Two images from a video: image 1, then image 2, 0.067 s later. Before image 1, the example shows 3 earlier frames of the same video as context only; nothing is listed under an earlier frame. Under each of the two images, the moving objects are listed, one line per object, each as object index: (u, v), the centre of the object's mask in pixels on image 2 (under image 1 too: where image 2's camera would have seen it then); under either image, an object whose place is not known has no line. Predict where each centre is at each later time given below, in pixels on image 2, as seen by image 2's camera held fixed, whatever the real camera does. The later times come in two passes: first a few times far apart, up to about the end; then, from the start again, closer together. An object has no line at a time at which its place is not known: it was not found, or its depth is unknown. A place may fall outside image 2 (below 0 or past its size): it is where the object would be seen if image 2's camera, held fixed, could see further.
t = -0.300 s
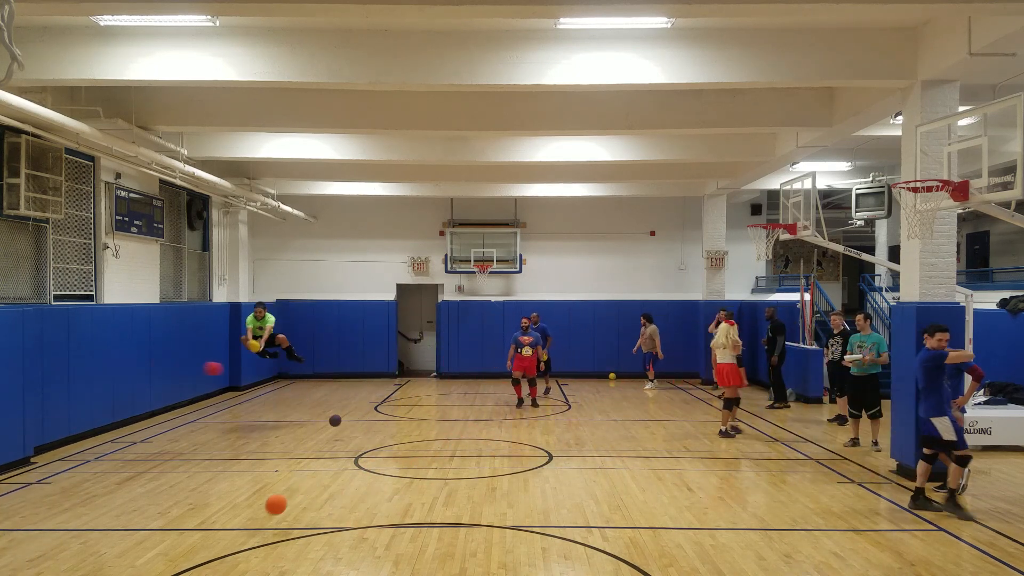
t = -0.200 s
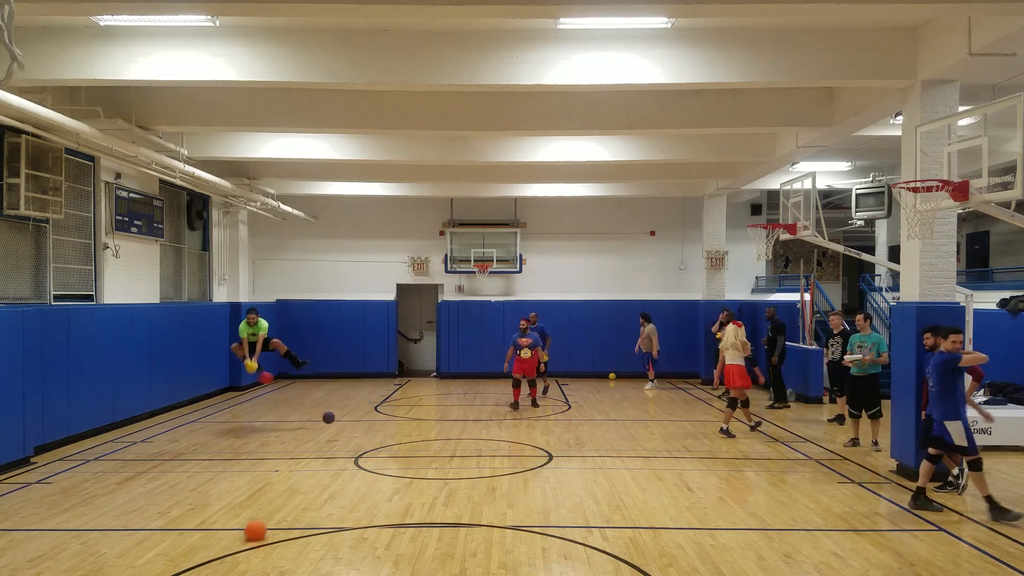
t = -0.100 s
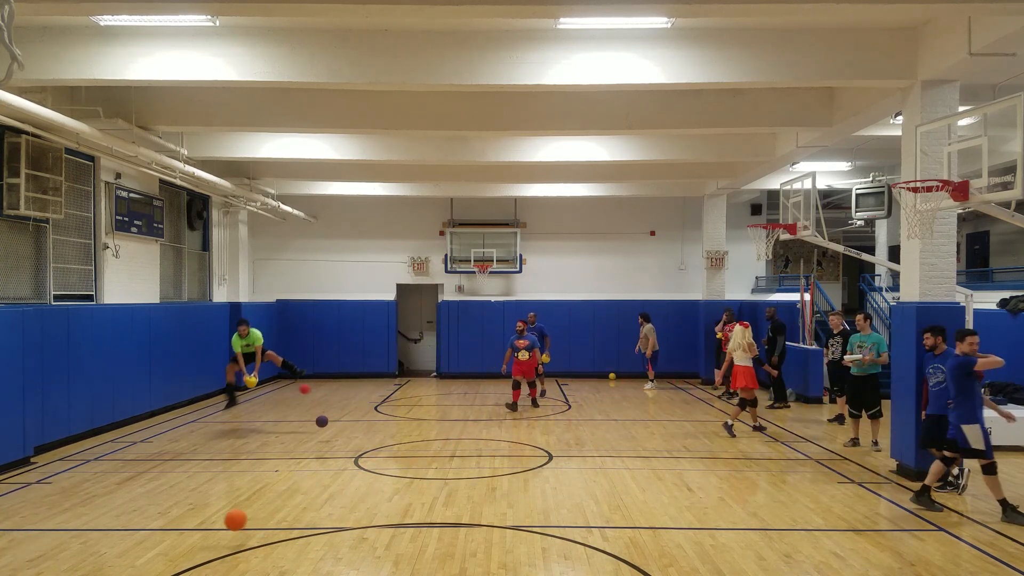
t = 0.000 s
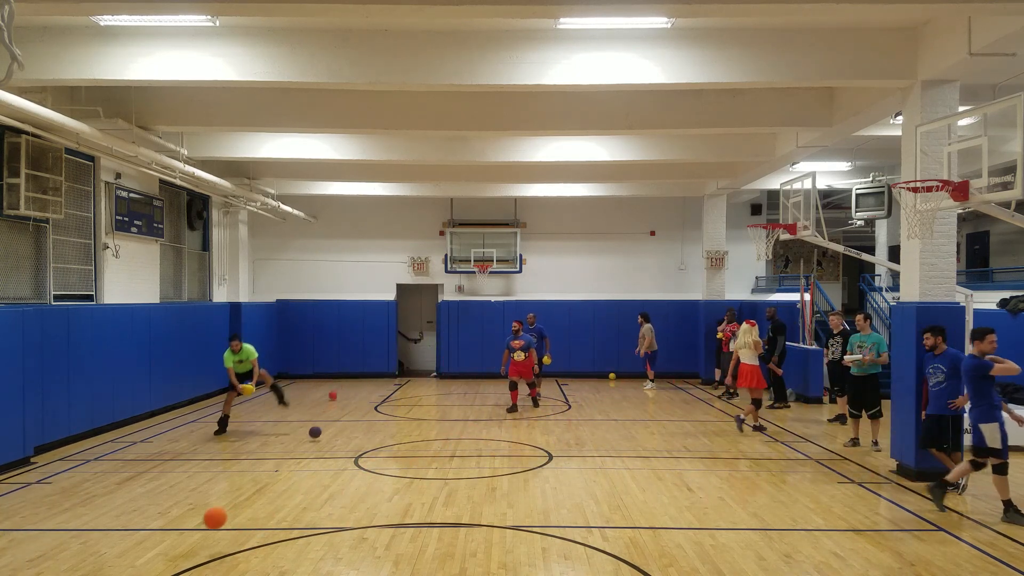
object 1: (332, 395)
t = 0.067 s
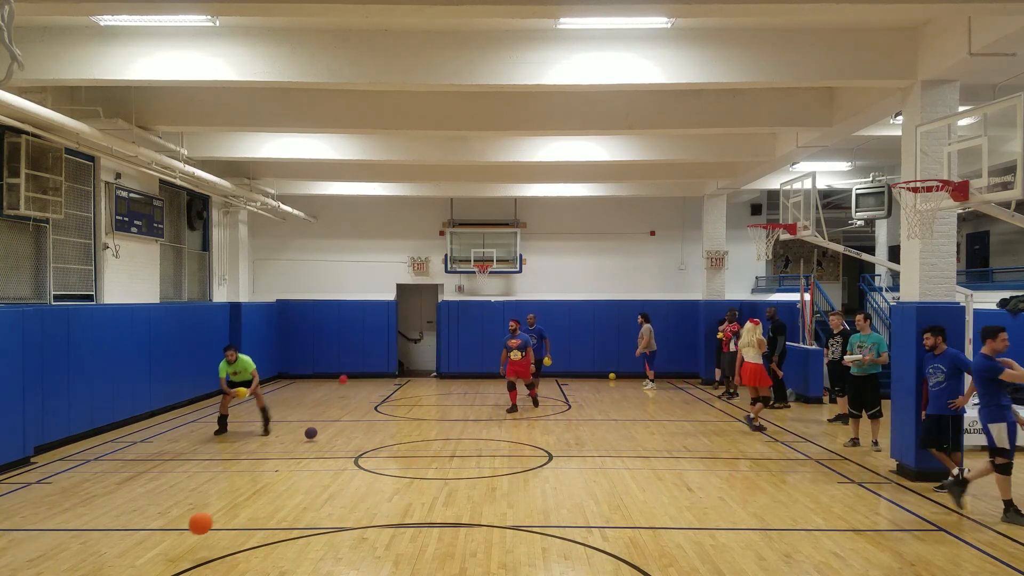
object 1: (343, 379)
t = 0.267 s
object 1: (367, 354)
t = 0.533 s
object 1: (390, 349)
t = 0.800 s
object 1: (382, 347)
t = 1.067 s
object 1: (374, 374)
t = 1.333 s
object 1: (369, 370)
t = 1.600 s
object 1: (365, 369)
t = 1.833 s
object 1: (361, 397)
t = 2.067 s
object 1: (359, 380)
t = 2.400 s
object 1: (357, 399)
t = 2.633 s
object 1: (354, 389)
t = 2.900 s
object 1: (352, 401)
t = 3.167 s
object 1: (350, 397)
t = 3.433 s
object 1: (347, 414)
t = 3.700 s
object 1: (346, 406)
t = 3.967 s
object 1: (343, 412)
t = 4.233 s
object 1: (340, 421)
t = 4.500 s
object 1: (338, 423)
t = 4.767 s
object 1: (336, 423)
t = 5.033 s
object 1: (334, 425)
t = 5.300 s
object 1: (332, 429)
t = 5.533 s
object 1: (331, 432)
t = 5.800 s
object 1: (329, 435)
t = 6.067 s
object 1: (328, 440)
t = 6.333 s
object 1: (326, 444)
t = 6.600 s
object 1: (325, 446)
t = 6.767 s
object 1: (324, 449)
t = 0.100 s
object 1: (347, 373)
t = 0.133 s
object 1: (352, 368)
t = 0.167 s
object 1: (356, 363)
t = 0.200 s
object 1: (360, 359)
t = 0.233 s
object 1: (364, 356)
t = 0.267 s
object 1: (367, 354)
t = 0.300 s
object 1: (371, 352)
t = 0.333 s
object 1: (375, 350)
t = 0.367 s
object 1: (378, 350)
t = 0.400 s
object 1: (381, 349)
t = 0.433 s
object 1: (384, 349)
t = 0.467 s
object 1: (388, 350)
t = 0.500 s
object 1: (391, 351)
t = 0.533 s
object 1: (390, 349)
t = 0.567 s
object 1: (389, 347)
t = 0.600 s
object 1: (388, 345)
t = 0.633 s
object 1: (387, 345)
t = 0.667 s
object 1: (386, 344)
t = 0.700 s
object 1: (385, 344)
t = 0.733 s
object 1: (384, 345)
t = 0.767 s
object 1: (383, 345)
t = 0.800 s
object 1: (382, 347)
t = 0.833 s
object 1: (381, 348)
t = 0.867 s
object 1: (380, 351)
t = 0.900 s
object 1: (379, 353)
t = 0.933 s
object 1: (378, 357)
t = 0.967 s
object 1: (377, 360)
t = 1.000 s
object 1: (376, 365)
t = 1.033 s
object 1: (375, 370)
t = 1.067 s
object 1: (374, 374)
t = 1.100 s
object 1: (373, 381)
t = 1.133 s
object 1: (372, 388)
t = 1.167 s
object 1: (371, 387)
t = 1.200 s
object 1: (371, 382)
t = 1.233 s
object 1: (371, 378)
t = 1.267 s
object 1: (370, 375)
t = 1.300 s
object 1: (370, 372)
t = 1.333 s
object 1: (369, 370)
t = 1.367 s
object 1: (369, 368)
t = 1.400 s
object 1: (368, 366)
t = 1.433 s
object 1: (368, 366)
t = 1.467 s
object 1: (367, 365)
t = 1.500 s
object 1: (367, 366)
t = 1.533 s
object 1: (366, 366)
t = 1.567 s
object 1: (366, 367)
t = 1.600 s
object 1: (365, 369)
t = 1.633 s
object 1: (365, 371)
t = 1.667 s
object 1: (364, 374)
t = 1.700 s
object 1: (363, 378)
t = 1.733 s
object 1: (362, 381)
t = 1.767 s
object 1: (362, 386)
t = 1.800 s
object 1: (362, 391)
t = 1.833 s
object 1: (361, 397)
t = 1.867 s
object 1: (361, 395)
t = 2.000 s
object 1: (360, 382)
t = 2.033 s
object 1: (360, 380)
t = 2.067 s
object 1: (359, 380)
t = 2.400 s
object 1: (357, 399)
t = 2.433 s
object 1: (357, 403)
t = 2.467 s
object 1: (356, 400)
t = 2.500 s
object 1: (356, 397)
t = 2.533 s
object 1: (355, 394)
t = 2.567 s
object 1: (355, 392)
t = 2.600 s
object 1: (355, 390)
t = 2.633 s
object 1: (354, 389)
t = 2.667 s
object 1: (354, 389)
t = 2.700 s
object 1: (354, 388)
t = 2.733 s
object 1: (354, 389)
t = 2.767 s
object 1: (353, 390)
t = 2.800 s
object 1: (353, 392)
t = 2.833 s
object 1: (353, 394)
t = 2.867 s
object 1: (353, 397)
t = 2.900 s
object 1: (352, 401)
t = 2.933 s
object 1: (352, 405)
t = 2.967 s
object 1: (351, 409)
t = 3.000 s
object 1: (351, 406)
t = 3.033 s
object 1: (351, 403)
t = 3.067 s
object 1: (350, 401)
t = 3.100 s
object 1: (350, 399)
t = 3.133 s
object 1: (350, 398)
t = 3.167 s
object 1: (350, 397)
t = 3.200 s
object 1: (349, 398)
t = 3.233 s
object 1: (349, 398)
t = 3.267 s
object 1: (349, 399)
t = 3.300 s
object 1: (349, 401)
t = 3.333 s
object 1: (348, 404)
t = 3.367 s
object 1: (348, 407)
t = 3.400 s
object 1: (348, 411)
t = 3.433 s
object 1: (347, 414)
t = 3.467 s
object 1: (347, 411)
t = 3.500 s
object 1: (347, 408)
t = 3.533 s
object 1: (347, 407)
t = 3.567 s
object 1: (347, 405)
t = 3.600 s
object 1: (346, 405)
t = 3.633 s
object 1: (346, 405)
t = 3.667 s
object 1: (346, 405)
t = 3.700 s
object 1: (346, 406)
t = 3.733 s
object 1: (345, 408)
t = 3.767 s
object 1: (345, 411)
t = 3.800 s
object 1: (345, 414)
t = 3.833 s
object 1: (344, 418)
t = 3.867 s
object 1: (344, 417)
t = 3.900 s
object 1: (344, 414)
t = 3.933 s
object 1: (343, 412)
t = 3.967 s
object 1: (343, 412)
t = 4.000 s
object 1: (343, 411)
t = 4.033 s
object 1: (342, 411)
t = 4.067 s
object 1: (342, 412)
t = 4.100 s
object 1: (342, 413)
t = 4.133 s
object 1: (341, 416)
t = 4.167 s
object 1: (341, 419)
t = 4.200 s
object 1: (340, 422)
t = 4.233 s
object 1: (340, 421)
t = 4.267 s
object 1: (340, 419)
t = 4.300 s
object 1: (340, 418)
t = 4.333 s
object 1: (340, 417)
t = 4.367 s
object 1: (339, 416)
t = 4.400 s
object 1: (339, 417)
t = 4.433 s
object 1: (339, 418)
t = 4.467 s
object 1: (338, 420)
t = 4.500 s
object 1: (338, 423)
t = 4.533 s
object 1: (337, 426)
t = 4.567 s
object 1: (337, 426)
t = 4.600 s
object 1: (337, 423)
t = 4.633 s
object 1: (337, 422)
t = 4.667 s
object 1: (337, 421)
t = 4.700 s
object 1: (337, 421)
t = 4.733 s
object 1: (336, 422)
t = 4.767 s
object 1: (336, 423)
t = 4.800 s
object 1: (336, 425)
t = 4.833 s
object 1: (336, 428)
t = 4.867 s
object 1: (335, 429)
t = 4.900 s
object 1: (335, 427)
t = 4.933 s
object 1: (335, 425)
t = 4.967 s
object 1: (335, 425)
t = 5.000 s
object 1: (334, 425)
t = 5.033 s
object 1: (334, 425)
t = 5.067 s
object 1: (334, 427)
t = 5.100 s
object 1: (333, 429)
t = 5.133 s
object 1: (333, 432)
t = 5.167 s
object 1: (333, 432)
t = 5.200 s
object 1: (332, 430)
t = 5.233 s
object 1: (332, 429)
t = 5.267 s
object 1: (332, 429)
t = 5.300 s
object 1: (332, 429)
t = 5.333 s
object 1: (332, 430)
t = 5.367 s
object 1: (332, 431)
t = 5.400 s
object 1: (331, 434)
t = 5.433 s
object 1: (331, 435)
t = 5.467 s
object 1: (331, 433)
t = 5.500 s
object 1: (331, 432)
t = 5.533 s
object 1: (331, 432)
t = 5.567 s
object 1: (330, 432)
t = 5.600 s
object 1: (330, 433)
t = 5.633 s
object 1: (330, 435)
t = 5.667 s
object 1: (330, 438)
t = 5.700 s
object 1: (329, 437)
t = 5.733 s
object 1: (329, 436)
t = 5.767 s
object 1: (329, 435)
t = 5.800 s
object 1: (329, 435)
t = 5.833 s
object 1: (329, 437)
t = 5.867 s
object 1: (329, 439)
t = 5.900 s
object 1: (329, 440)
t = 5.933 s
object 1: (328, 439)
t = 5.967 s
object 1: (328, 438)
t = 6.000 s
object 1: (328, 438)
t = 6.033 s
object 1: (328, 439)
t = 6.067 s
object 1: (328, 440)
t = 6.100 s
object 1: (327, 442)
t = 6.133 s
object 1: (327, 442)
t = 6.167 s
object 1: (327, 441)
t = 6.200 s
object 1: (327, 441)
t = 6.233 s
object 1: (327, 441)
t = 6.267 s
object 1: (327, 443)
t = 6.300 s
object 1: (327, 444)
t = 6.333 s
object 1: (326, 444)
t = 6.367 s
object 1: (326, 443)
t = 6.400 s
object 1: (326, 444)
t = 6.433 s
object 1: (326, 444)
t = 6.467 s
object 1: (325, 446)
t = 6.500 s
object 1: (325, 446)
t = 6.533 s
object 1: (325, 445)
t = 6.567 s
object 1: (325, 445)
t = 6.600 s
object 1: (325, 446)
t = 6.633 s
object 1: (325, 448)
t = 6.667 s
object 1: (324, 448)
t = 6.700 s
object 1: (324, 447)
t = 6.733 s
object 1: (324, 448)
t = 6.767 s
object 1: (324, 449)
